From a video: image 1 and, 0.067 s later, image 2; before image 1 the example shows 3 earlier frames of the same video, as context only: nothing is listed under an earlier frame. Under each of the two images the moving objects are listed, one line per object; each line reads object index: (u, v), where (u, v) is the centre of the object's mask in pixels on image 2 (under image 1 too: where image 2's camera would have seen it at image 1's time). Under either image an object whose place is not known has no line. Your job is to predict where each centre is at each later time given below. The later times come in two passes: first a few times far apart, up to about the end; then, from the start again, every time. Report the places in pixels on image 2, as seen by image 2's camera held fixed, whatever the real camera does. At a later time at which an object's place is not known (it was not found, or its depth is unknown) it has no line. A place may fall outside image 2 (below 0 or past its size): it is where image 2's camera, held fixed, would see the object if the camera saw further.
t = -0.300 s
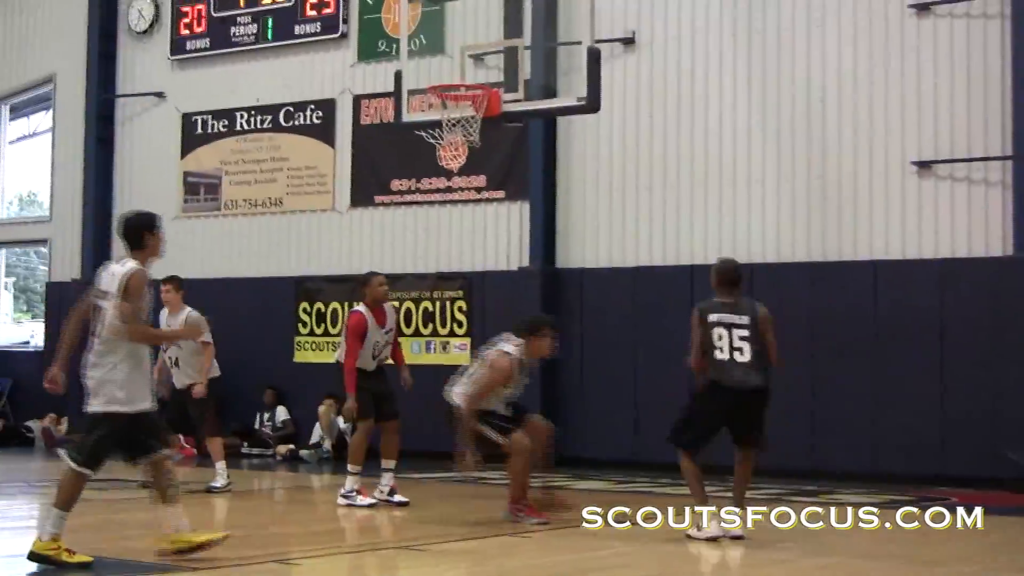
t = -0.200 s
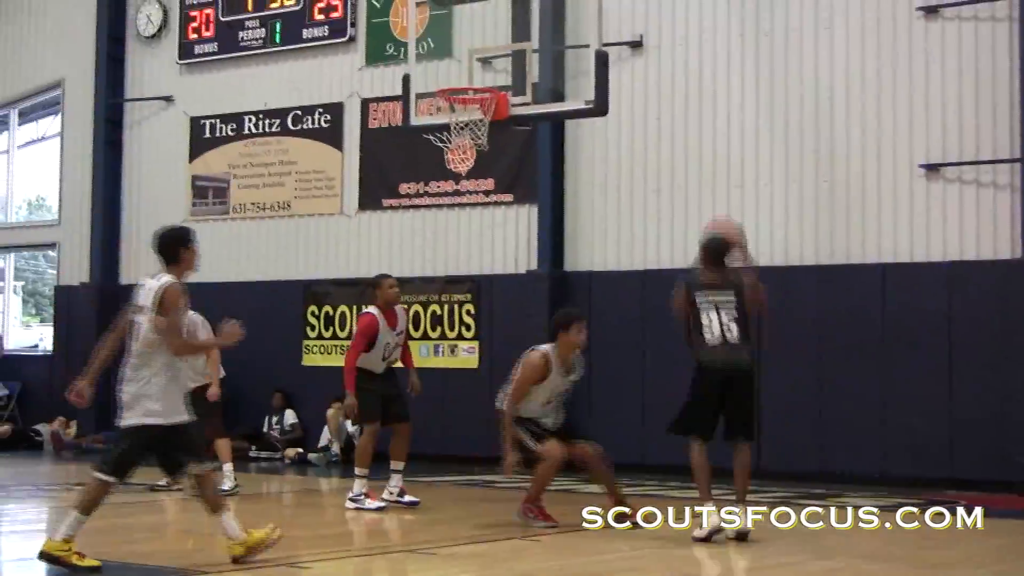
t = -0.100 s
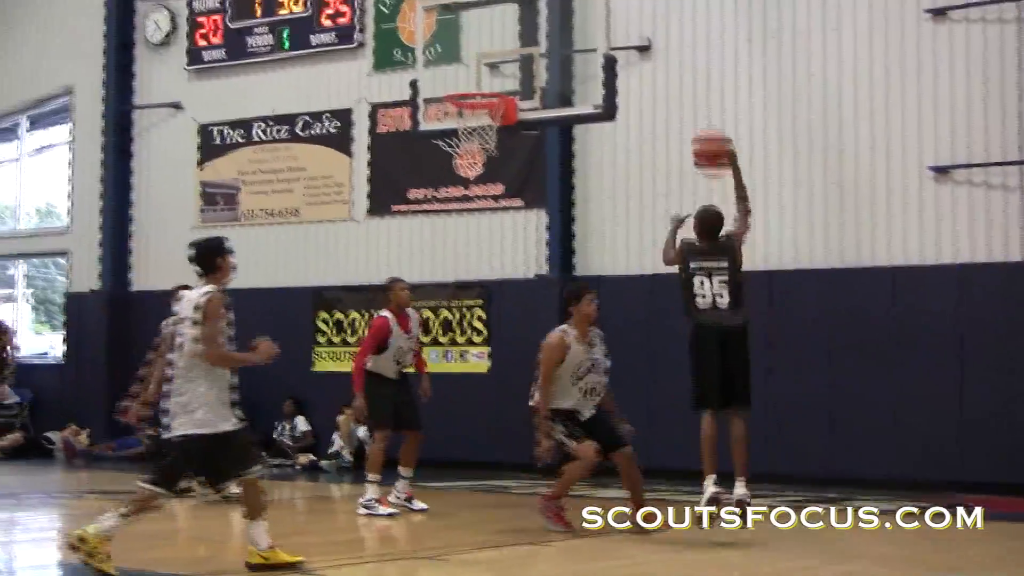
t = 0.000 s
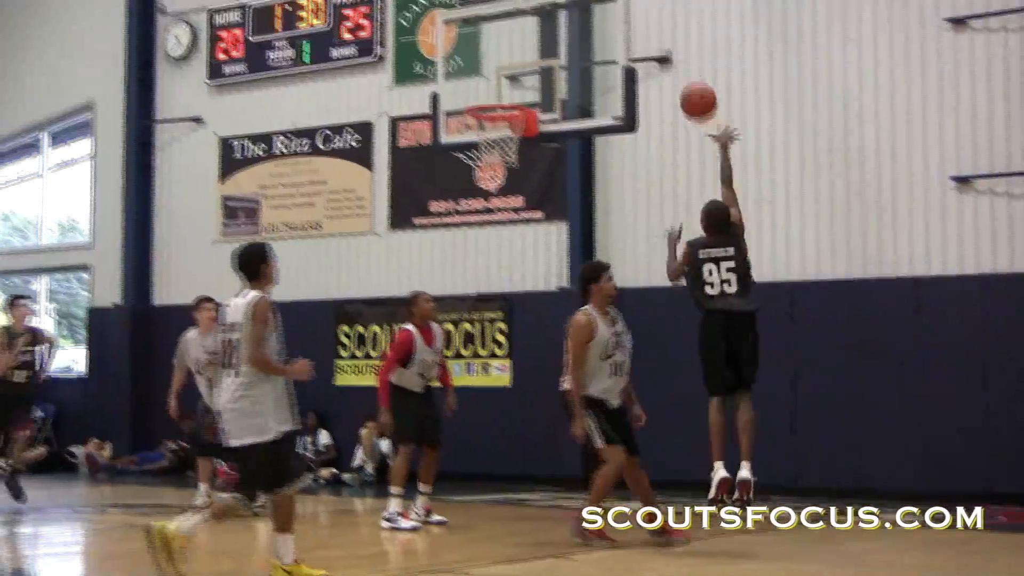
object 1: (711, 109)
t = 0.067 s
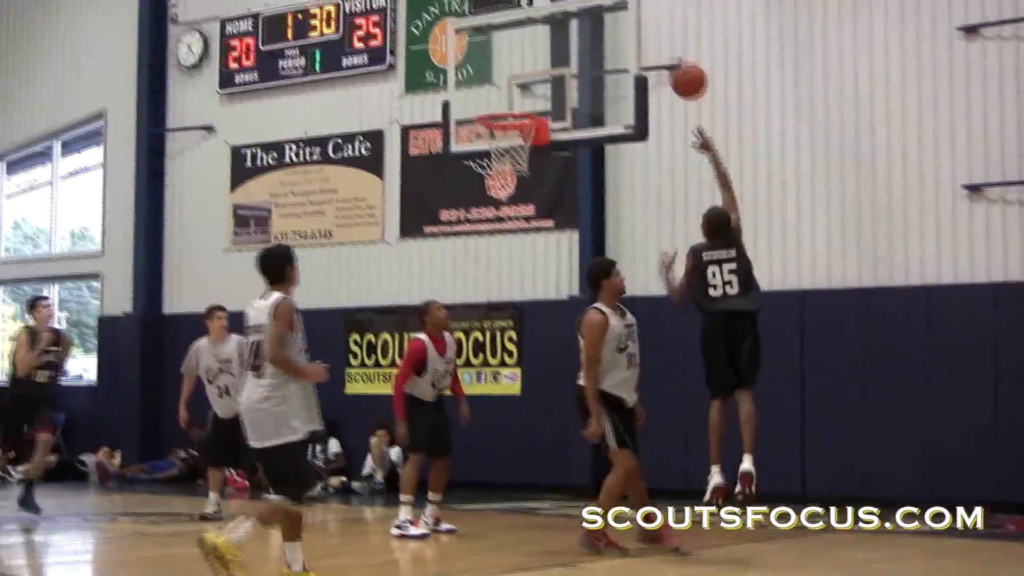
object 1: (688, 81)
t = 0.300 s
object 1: (621, 34)
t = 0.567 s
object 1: (550, 58)
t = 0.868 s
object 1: (521, 132)
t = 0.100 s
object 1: (678, 69)
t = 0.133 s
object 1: (668, 58)
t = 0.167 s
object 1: (658, 50)
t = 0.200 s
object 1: (649, 44)
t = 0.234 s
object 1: (640, 39)
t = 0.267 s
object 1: (630, 35)
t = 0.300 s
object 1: (621, 34)
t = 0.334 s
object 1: (613, 34)
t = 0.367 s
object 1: (604, 35)
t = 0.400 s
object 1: (595, 38)
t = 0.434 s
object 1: (588, 42)
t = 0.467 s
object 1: (580, 48)
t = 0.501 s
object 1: (570, 50)
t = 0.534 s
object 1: (559, 54)
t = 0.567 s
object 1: (550, 58)
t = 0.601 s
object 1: (538, 64)
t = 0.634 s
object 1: (528, 73)
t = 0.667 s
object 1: (518, 82)
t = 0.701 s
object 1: (508, 93)
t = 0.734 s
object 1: (498, 102)
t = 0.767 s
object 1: (490, 114)
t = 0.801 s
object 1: (502, 120)
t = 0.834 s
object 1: (511, 128)
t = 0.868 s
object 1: (521, 132)
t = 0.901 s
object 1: (524, 136)
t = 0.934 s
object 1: (523, 140)
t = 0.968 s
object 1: (522, 147)
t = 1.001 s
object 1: (521, 153)
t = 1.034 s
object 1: (516, 163)
